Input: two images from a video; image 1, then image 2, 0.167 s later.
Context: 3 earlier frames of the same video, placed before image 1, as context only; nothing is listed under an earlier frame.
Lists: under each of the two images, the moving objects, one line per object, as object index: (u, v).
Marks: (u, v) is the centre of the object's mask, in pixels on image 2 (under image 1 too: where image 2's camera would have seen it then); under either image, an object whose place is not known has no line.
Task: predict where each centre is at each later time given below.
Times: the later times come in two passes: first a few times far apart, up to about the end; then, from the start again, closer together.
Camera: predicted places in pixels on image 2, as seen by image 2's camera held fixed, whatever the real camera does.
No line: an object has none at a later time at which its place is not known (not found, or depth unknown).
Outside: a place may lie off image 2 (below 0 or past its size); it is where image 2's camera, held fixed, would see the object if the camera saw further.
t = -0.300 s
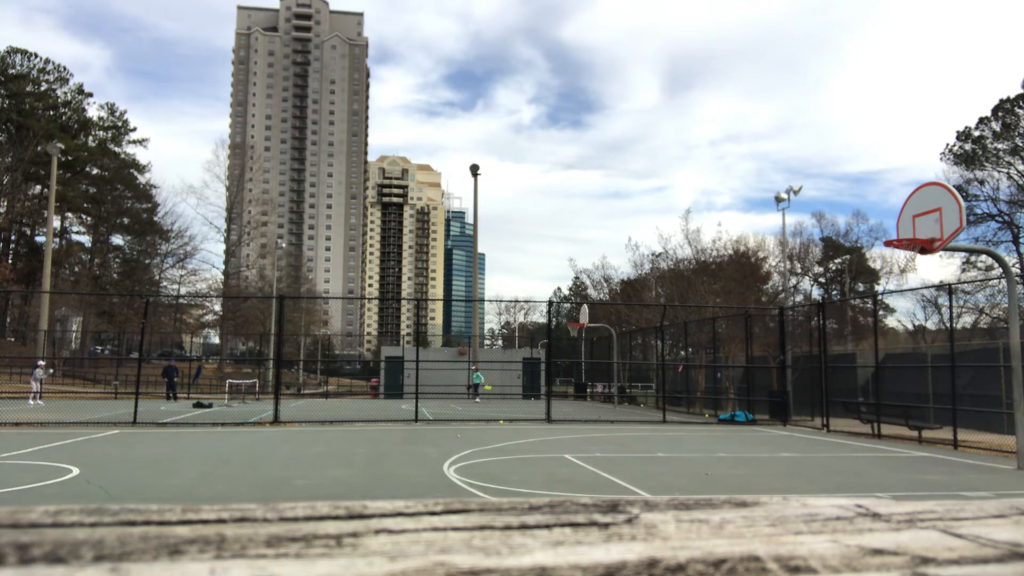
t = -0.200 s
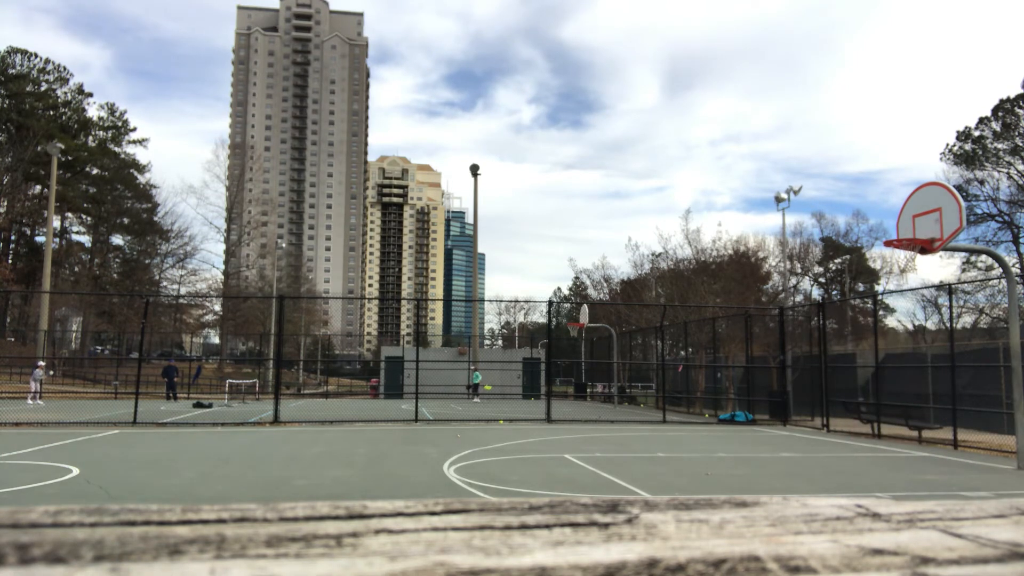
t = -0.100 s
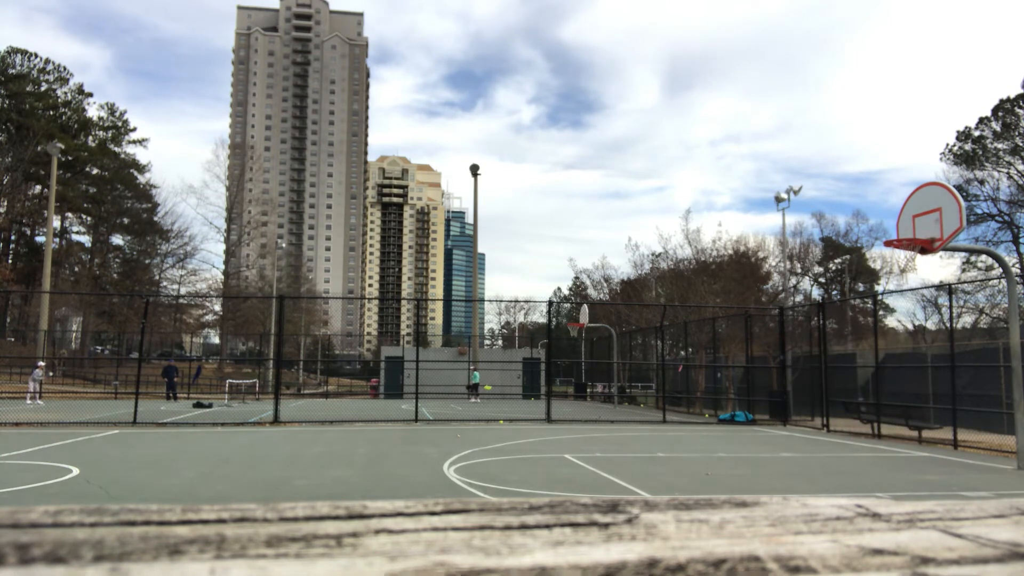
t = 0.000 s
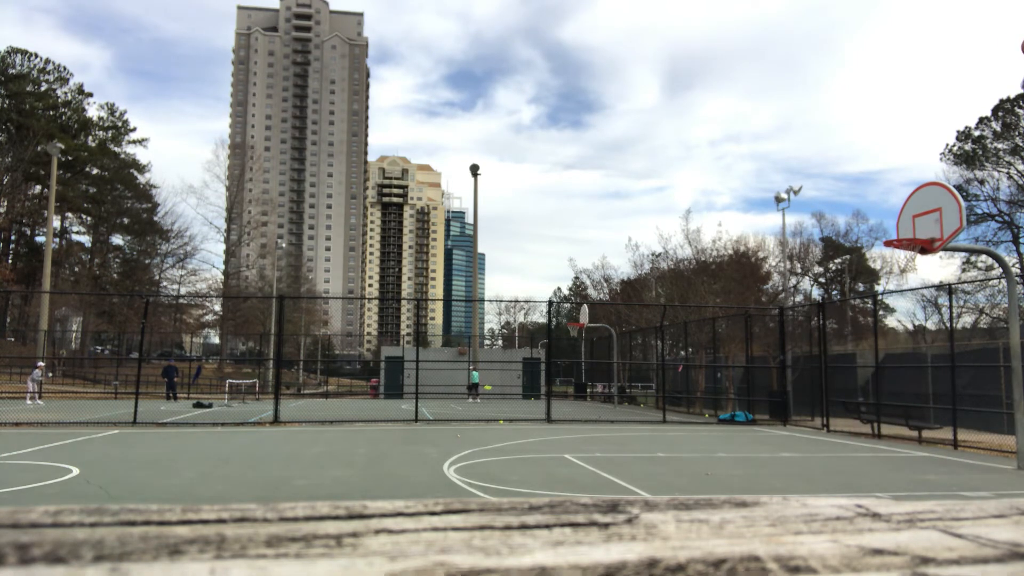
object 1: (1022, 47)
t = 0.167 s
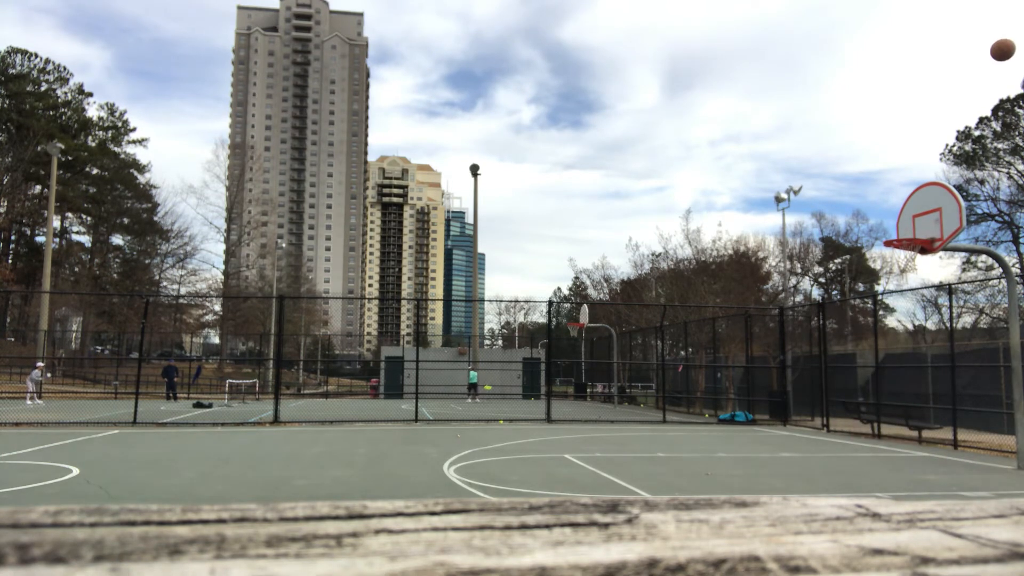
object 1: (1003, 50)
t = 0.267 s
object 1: (986, 63)
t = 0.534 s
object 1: (952, 129)
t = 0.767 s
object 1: (932, 218)
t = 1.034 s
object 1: (904, 205)
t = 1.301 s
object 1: (874, 221)
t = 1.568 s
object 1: (843, 296)
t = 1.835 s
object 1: (811, 436)
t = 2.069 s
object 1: (798, 394)
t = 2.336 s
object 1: (794, 306)
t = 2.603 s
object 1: (792, 287)
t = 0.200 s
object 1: (997, 53)
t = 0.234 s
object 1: (991, 58)
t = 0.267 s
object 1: (986, 63)
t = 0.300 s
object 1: (981, 69)
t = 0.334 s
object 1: (976, 76)
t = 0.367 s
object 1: (972, 83)
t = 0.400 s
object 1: (967, 91)
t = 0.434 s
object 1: (963, 100)
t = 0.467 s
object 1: (959, 109)
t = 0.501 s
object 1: (956, 119)
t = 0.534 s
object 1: (952, 129)
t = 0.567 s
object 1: (949, 140)
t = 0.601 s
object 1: (946, 152)
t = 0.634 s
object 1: (942, 164)
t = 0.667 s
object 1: (939, 177)
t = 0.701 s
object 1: (936, 190)
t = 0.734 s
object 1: (934, 204)
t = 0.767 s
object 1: (932, 218)
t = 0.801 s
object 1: (930, 233)
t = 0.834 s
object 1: (928, 226)
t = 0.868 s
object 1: (923, 221)
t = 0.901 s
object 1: (920, 216)
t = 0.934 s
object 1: (916, 213)
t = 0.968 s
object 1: (912, 209)
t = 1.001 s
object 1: (908, 207)
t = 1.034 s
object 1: (904, 205)
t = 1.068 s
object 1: (901, 204)
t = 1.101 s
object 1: (897, 204)
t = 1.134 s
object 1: (893, 205)
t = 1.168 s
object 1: (889, 206)
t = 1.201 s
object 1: (886, 209)
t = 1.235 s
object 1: (882, 212)
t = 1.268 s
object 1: (878, 217)
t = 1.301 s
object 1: (874, 221)
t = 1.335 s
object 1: (871, 227)
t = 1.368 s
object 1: (867, 234)
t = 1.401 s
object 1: (863, 241)
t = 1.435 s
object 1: (859, 250)
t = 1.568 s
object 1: (843, 296)
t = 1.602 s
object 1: (839, 308)
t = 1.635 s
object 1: (836, 323)
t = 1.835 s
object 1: (811, 436)
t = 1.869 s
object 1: (807, 458)
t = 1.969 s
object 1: (801, 444)
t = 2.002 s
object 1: (799, 426)
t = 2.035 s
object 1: (799, 409)
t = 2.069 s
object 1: (798, 394)
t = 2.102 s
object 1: (798, 379)
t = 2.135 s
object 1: (797, 366)
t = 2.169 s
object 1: (796, 353)
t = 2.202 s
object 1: (795, 341)
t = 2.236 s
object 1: (795, 331)
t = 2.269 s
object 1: (794, 322)
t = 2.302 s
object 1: (794, 313)
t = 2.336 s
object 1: (794, 306)
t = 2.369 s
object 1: (794, 300)
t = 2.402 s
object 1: (793, 296)
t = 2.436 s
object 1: (793, 293)
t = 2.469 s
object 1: (792, 289)
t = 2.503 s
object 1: (793, 287)
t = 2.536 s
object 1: (792, 286)
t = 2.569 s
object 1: (792, 286)
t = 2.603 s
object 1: (792, 287)
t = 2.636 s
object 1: (792, 289)
